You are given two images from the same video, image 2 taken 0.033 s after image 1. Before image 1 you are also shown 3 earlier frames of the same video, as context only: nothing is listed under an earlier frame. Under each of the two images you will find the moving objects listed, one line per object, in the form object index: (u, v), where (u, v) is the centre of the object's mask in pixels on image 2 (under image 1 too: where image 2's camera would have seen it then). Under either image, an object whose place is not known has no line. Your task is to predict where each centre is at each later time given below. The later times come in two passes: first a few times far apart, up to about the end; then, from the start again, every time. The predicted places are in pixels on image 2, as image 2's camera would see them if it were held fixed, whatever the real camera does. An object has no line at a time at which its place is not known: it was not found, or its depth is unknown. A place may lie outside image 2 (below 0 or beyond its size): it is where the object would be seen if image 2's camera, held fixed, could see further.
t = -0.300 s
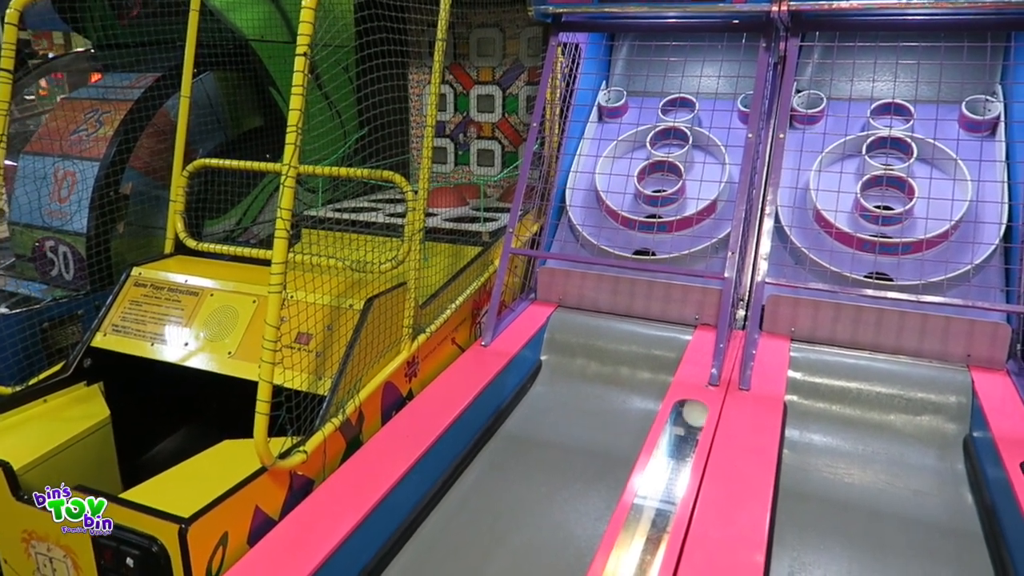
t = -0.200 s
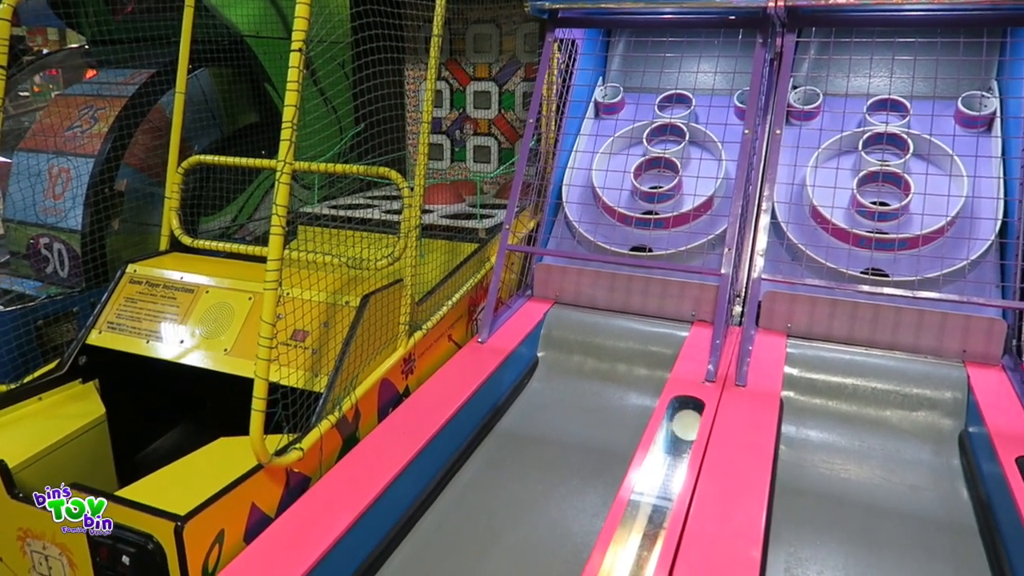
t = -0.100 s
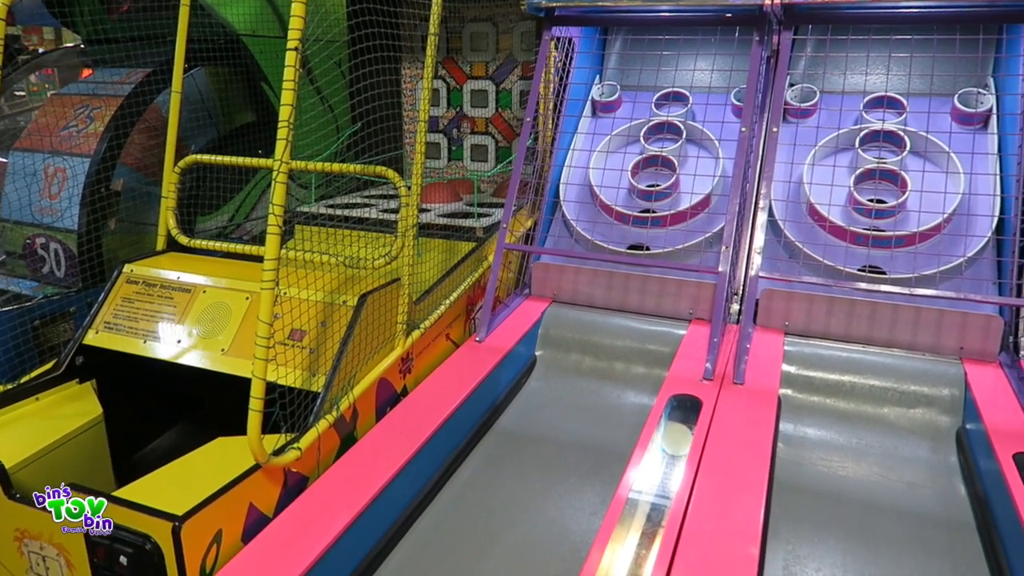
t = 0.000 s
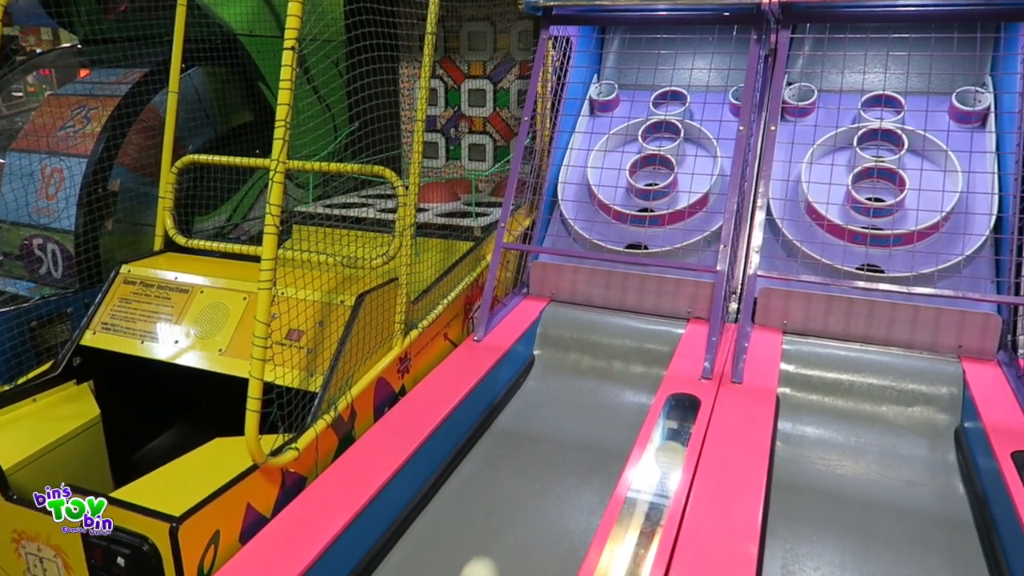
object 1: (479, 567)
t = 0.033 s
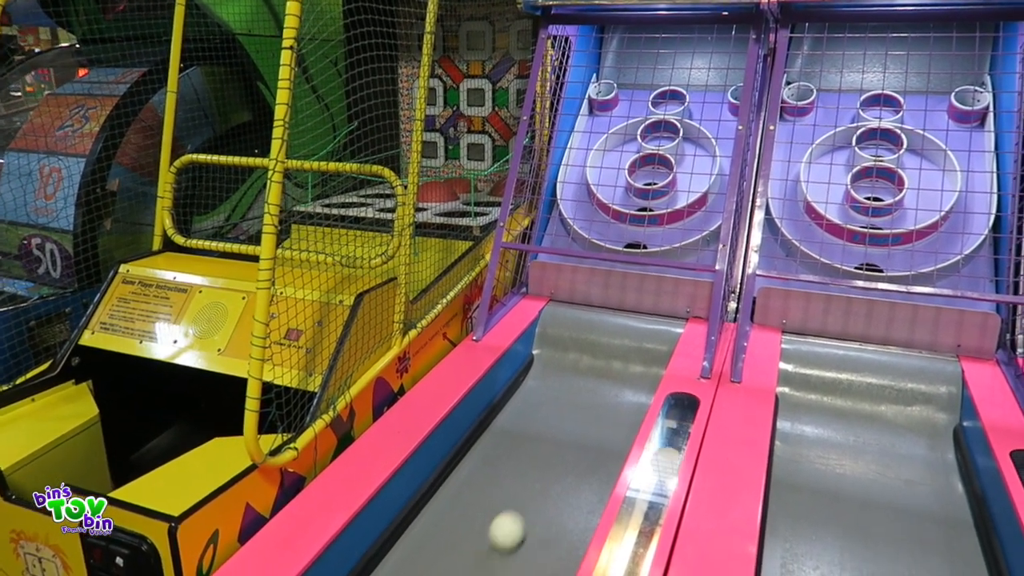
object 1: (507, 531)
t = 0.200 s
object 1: (596, 382)
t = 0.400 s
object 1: (621, 211)
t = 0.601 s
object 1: (635, 161)
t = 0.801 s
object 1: (658, 178)
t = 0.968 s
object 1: (650, 182)
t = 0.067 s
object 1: (531, 491)
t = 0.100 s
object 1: (551, 458)
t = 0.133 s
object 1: (569, 430)
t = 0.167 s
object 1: (584, 405)
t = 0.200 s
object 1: (596, 382)
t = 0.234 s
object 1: (605, 350)
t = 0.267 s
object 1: (608, 315)
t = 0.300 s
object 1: (613, 283)
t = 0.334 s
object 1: (615, 253)
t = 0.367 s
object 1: (619, 230)
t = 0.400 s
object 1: (621, 211)
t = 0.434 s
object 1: (623, 193)
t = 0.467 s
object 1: (627, 179)
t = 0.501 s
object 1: (629, 169)
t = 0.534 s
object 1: (631, 163)
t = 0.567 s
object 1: (633, 160)
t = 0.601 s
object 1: (635, 161)
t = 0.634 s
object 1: (636, 164)
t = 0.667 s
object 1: (636, 170)
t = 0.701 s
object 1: (642, 175)
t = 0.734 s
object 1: (648, 177)
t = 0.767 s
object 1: (654, 177)
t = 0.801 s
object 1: (658, 178)
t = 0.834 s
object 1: (657, 178)
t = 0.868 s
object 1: (653, 180)
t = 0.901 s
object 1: (647, 181)
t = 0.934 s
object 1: (646, 181)
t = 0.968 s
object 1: (650, 182)
